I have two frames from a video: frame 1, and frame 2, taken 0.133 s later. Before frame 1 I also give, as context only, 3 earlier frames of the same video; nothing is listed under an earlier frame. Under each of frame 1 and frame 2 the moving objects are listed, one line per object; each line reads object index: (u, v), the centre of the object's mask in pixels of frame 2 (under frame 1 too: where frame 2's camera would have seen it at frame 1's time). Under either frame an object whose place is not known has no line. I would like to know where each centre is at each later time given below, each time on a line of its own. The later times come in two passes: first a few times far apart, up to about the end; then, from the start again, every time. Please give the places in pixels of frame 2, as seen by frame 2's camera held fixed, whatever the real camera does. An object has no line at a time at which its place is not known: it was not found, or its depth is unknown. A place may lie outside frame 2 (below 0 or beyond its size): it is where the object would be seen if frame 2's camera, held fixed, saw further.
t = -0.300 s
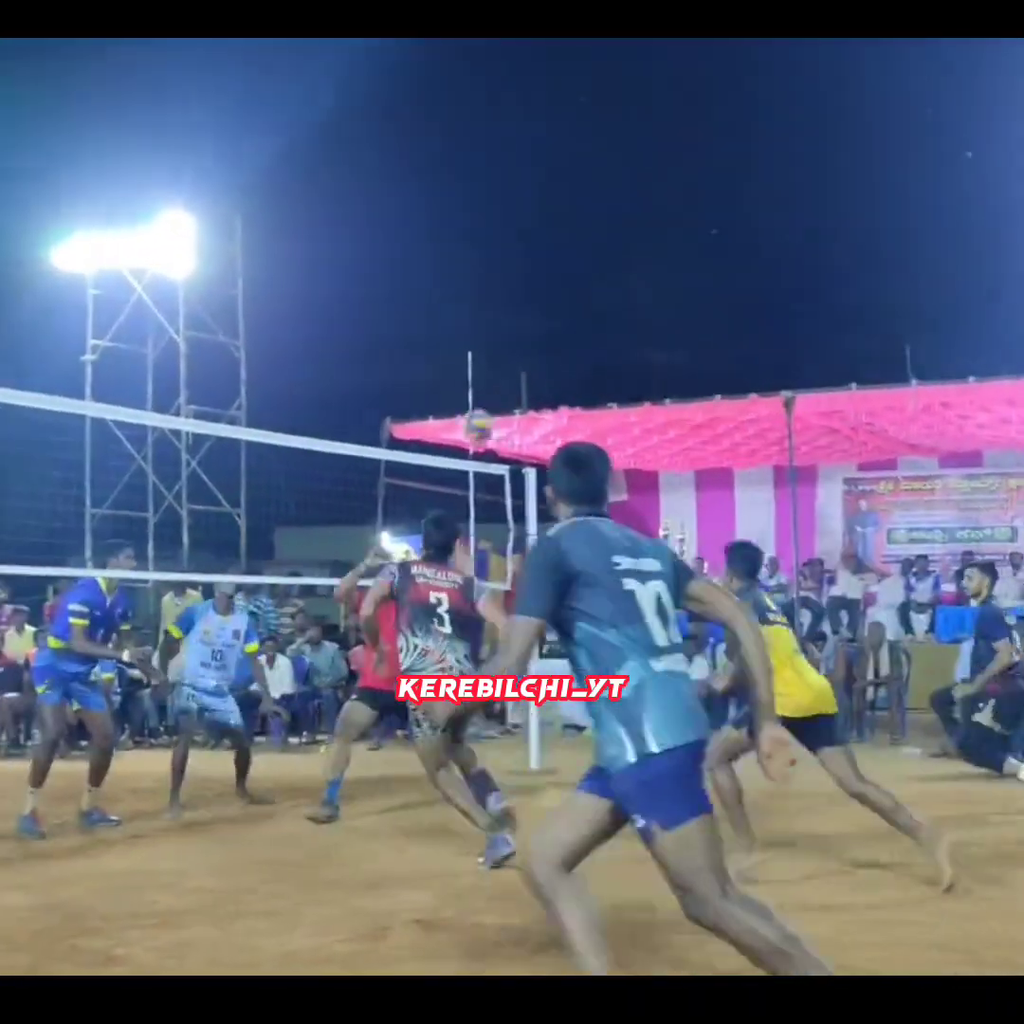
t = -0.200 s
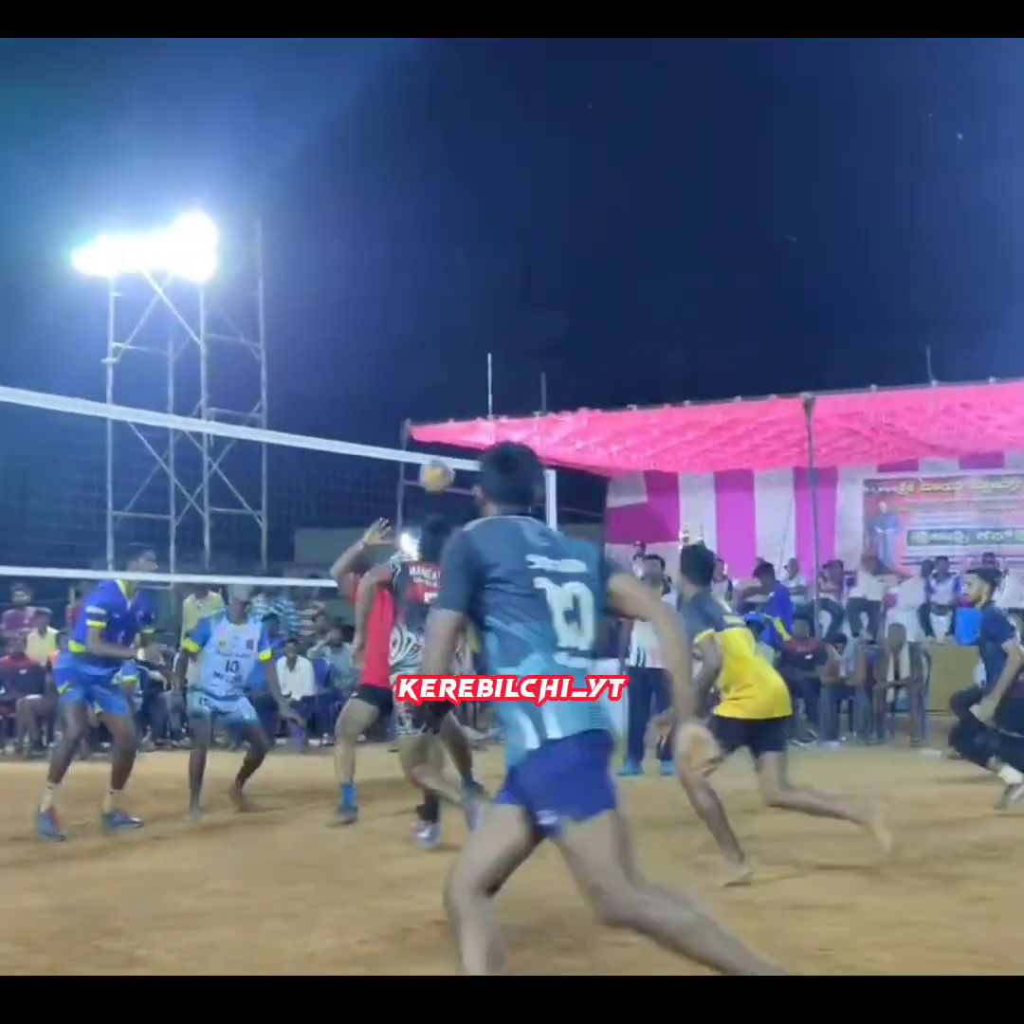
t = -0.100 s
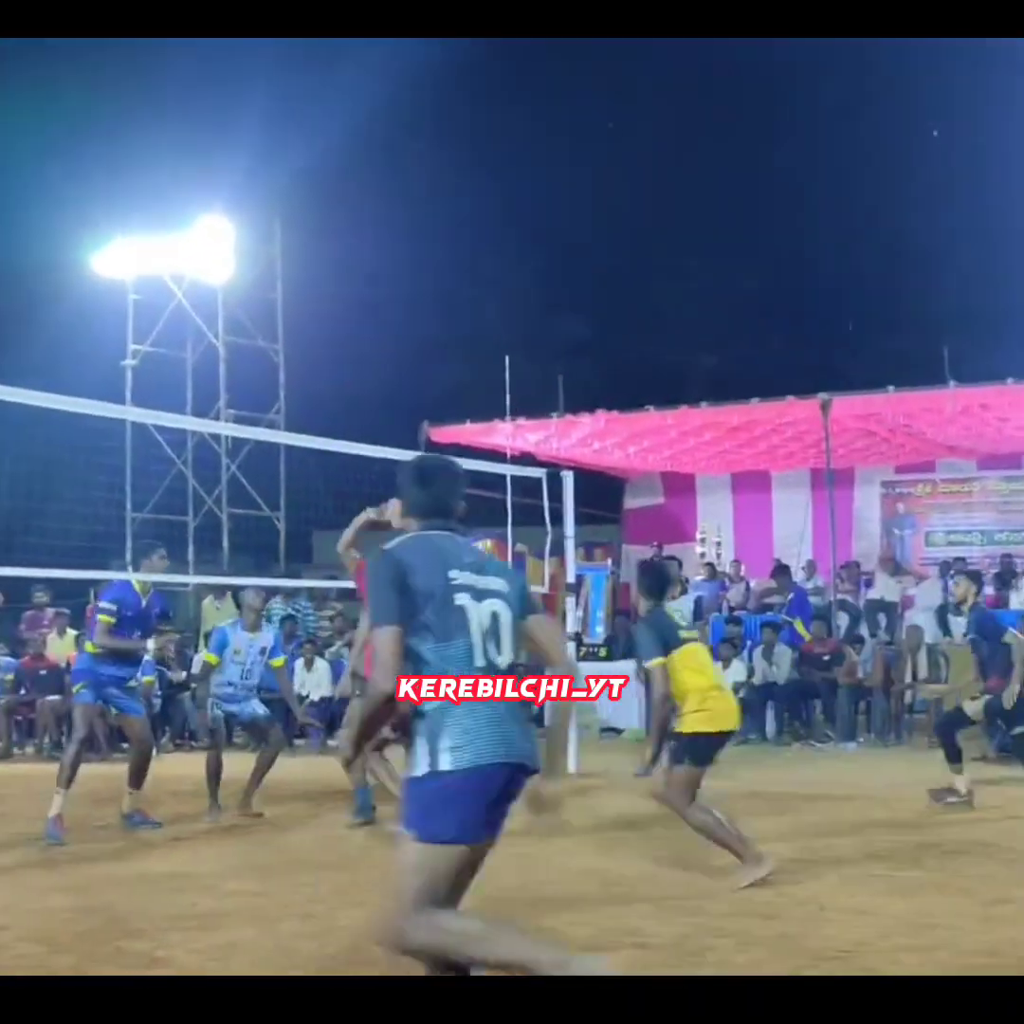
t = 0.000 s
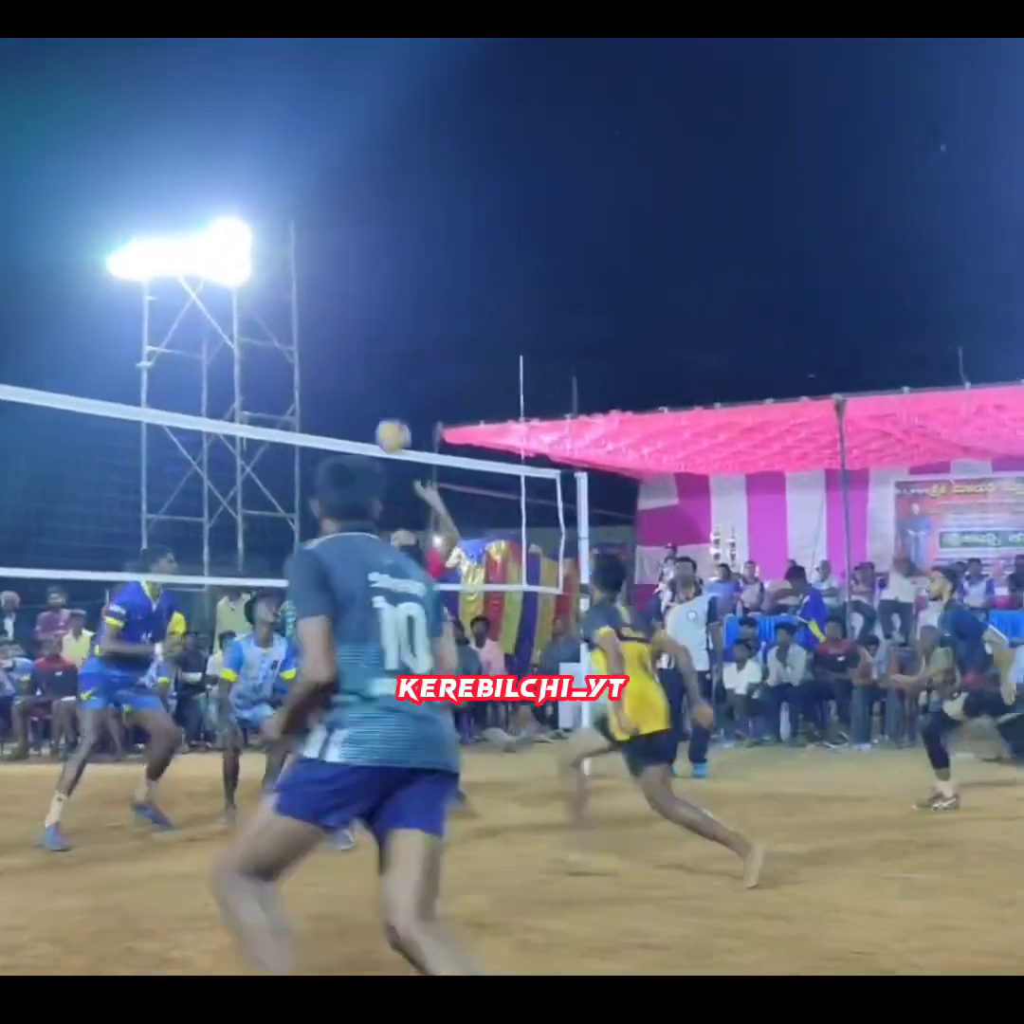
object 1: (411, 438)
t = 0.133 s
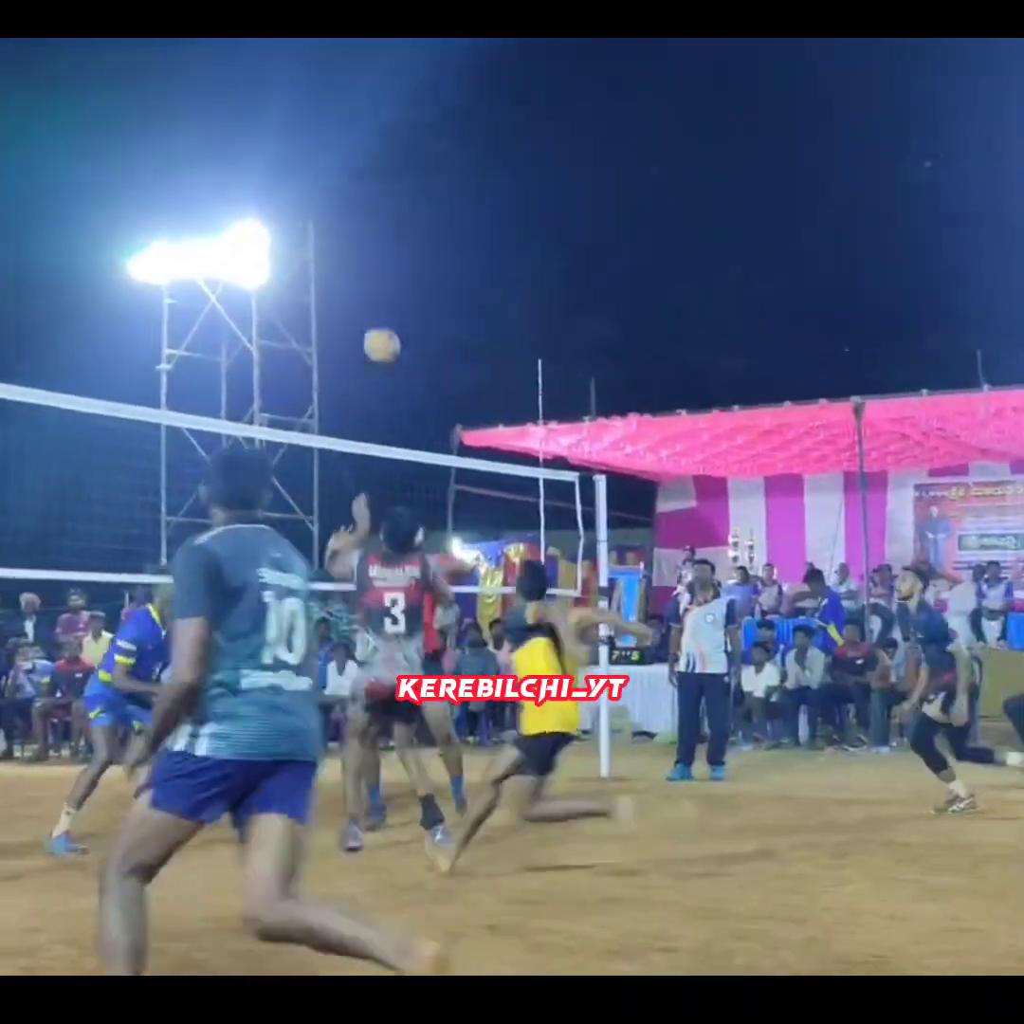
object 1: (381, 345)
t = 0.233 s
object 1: (357, 292)
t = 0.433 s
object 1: (309, 231)
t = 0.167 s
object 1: (373, 326)
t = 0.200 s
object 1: (365, 308)
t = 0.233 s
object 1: (357, 292)
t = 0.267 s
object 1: (349, 277)
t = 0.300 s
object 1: (341, 265)
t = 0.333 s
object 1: (334, 254)
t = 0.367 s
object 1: (325, 244)
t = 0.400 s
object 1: (317, 236)
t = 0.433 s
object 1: (309, 231)
